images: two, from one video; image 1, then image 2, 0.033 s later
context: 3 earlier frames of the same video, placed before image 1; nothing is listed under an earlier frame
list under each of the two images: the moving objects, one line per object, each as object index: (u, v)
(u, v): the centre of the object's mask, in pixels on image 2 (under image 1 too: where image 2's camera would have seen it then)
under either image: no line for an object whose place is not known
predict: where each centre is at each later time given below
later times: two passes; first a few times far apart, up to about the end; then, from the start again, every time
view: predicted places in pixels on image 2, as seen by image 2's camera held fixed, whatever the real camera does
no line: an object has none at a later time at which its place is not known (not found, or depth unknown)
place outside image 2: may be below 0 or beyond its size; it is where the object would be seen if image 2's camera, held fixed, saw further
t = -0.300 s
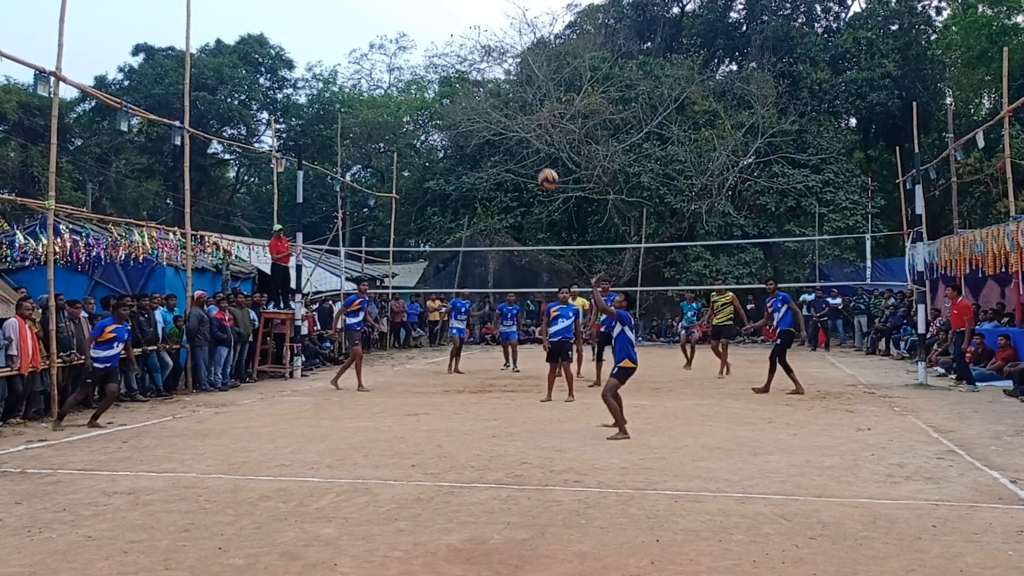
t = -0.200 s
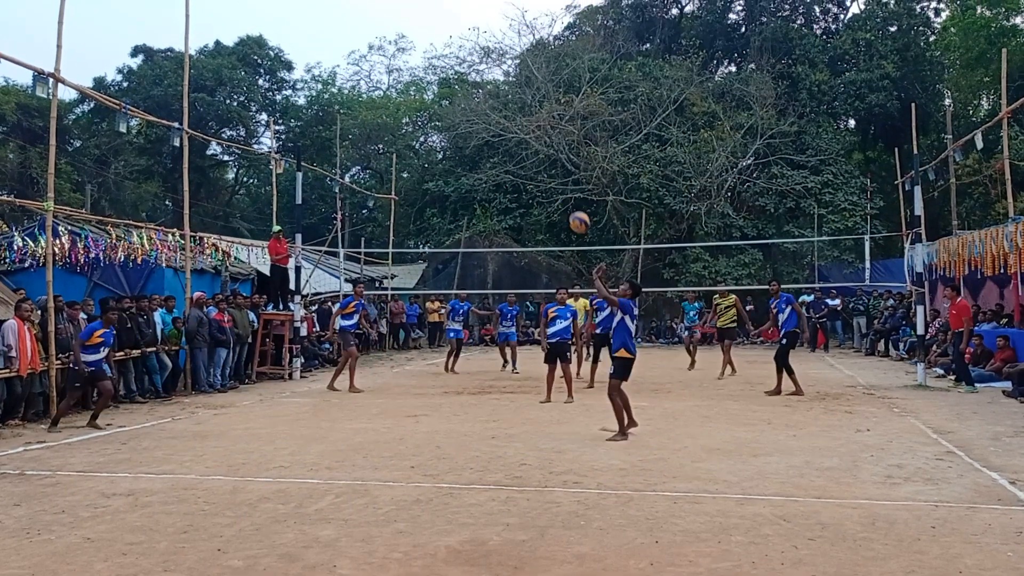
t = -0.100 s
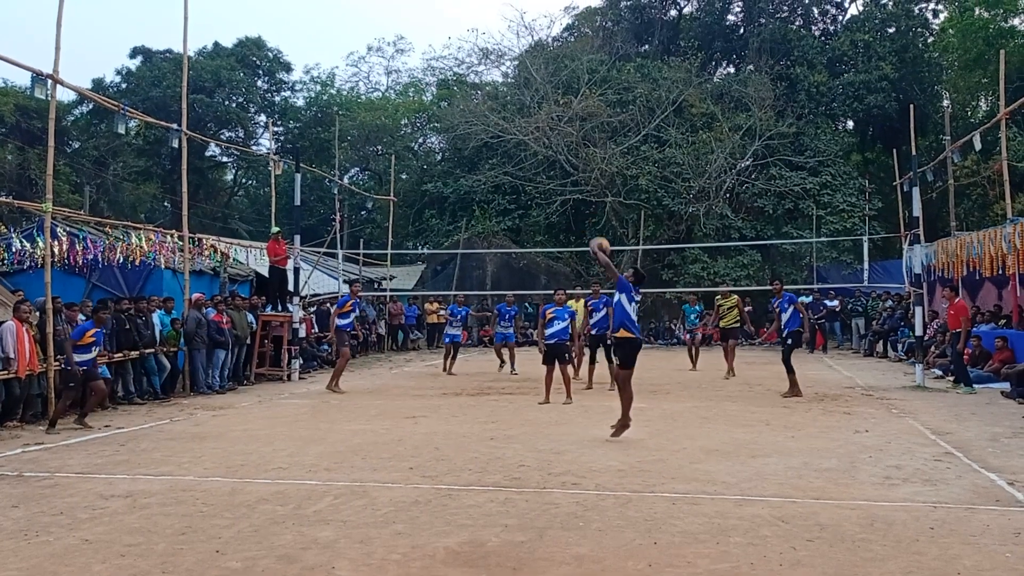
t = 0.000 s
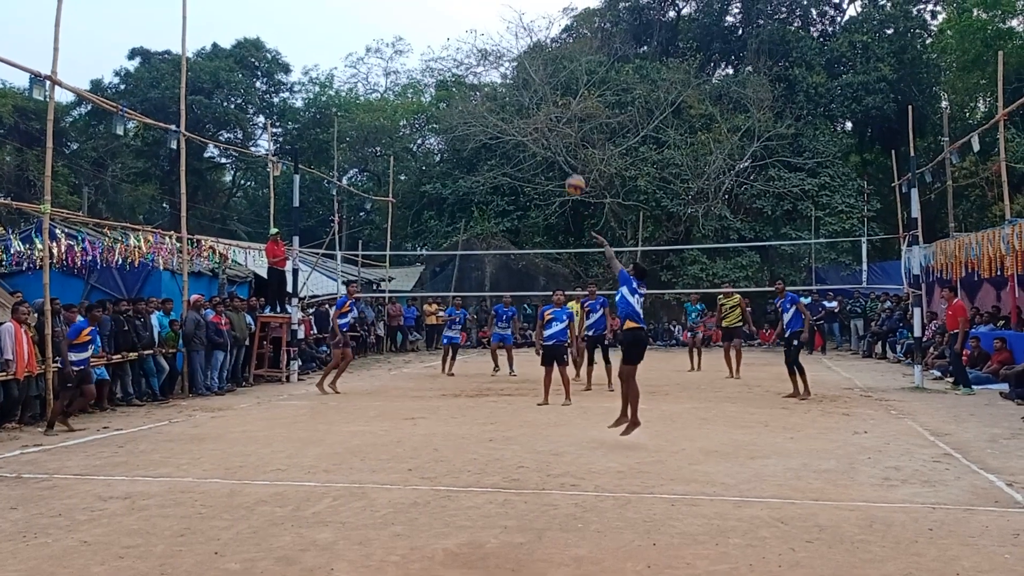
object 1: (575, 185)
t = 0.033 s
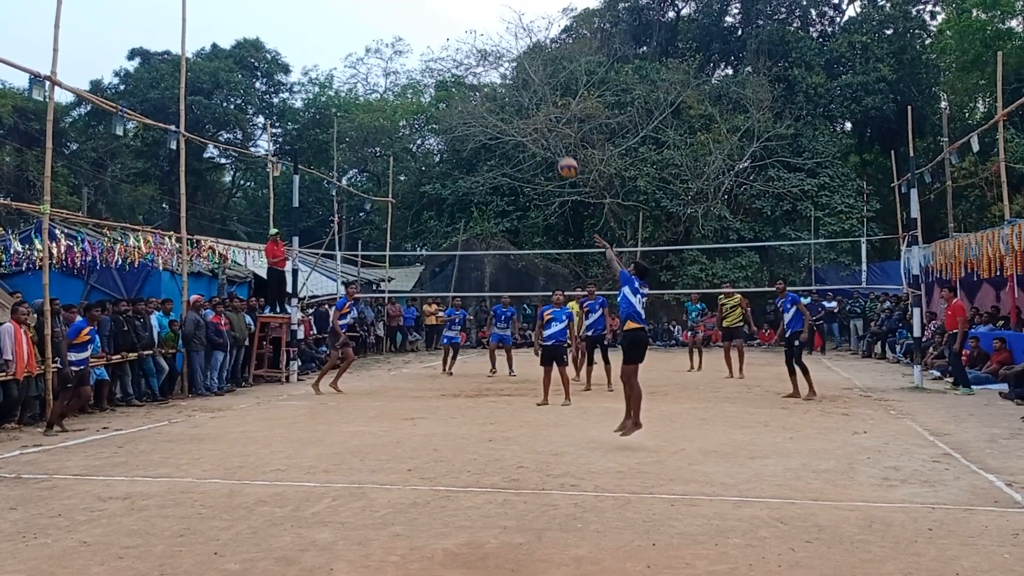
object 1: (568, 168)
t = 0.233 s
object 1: (528, 87)
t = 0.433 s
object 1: (495, 50)
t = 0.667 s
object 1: (462, 48)
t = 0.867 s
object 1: (439, 74)
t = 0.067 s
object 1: (561, 151)
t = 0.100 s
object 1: (554, 135)
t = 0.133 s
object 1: (547, 121)
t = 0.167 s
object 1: (540, 108)
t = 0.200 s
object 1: (535, 98)
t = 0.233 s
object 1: (528, 87)
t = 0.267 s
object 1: (522, 79)
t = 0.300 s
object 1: (516, 71)
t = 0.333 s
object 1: (511, 64)
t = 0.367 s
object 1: (506, 59)
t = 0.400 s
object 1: (500, 54)
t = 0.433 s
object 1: (495, 50)
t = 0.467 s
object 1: (489, 47)
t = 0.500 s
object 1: (485, 45)
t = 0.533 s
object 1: (480, 44)
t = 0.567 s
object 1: (475, 43)
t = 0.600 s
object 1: (471, 44)
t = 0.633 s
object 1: (467, 45)
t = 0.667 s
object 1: (462, 48)
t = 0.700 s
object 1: (458, 50)
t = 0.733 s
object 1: (454, 54)
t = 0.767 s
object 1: (450, 58)
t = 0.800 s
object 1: (447, 63)
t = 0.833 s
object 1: (443, 69)
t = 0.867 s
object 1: (439, 74)
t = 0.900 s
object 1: (436, 81)
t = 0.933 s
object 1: (433, 88)
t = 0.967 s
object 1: (429, 96)
